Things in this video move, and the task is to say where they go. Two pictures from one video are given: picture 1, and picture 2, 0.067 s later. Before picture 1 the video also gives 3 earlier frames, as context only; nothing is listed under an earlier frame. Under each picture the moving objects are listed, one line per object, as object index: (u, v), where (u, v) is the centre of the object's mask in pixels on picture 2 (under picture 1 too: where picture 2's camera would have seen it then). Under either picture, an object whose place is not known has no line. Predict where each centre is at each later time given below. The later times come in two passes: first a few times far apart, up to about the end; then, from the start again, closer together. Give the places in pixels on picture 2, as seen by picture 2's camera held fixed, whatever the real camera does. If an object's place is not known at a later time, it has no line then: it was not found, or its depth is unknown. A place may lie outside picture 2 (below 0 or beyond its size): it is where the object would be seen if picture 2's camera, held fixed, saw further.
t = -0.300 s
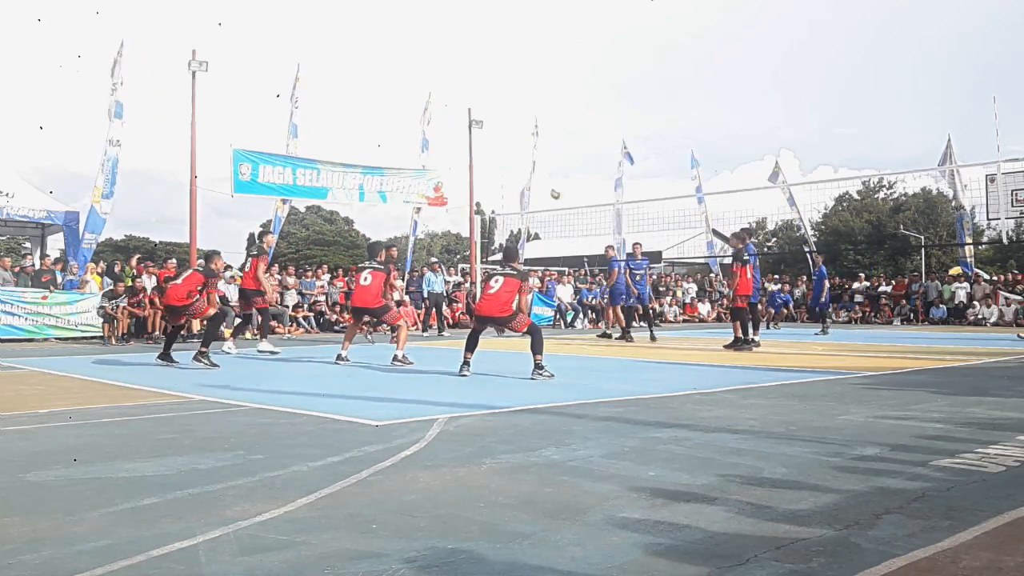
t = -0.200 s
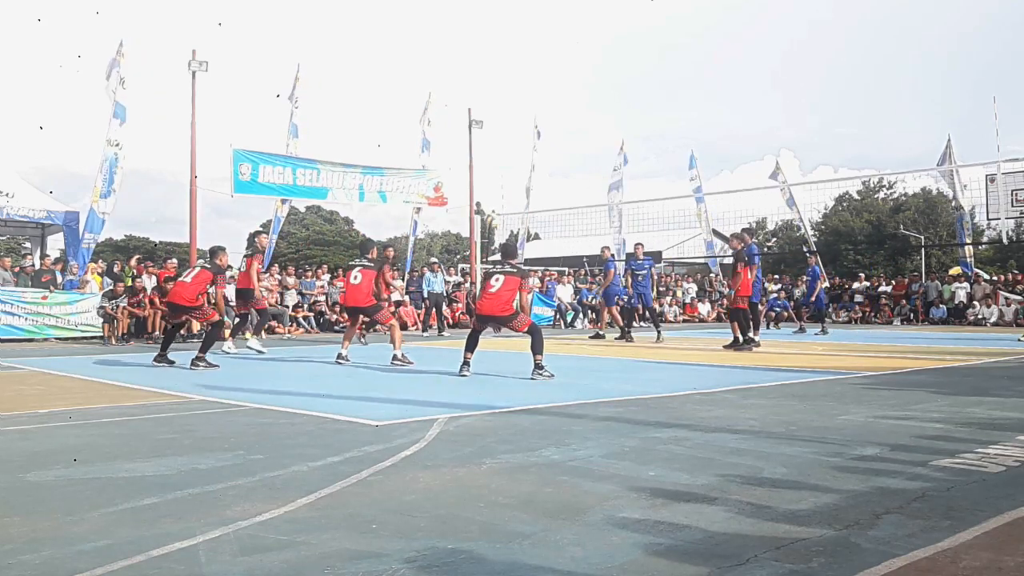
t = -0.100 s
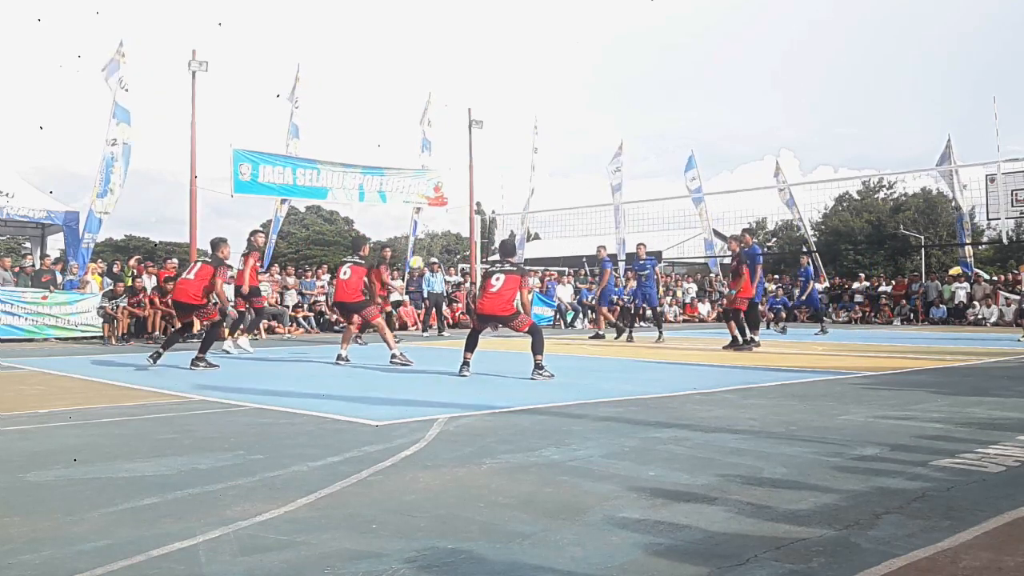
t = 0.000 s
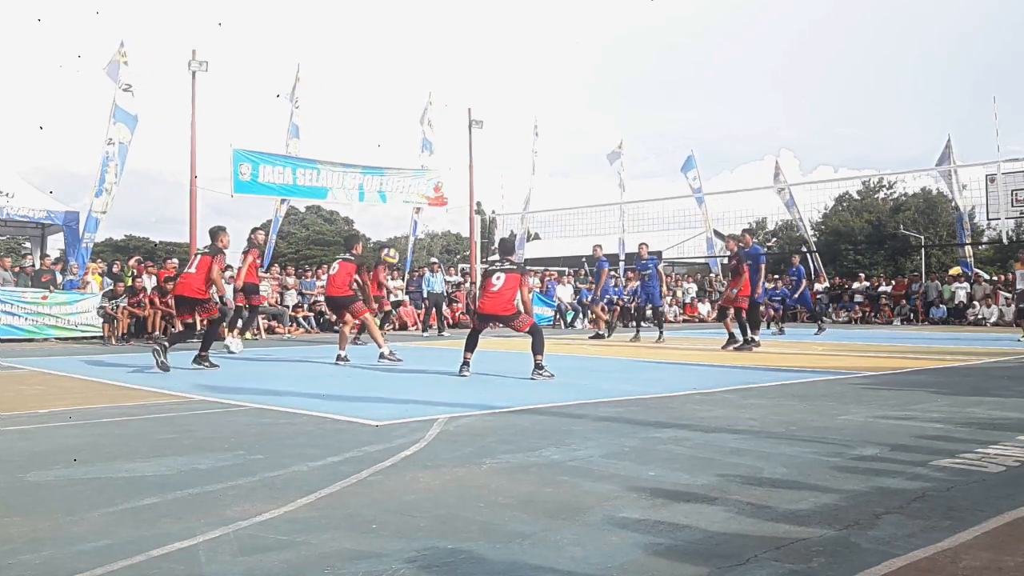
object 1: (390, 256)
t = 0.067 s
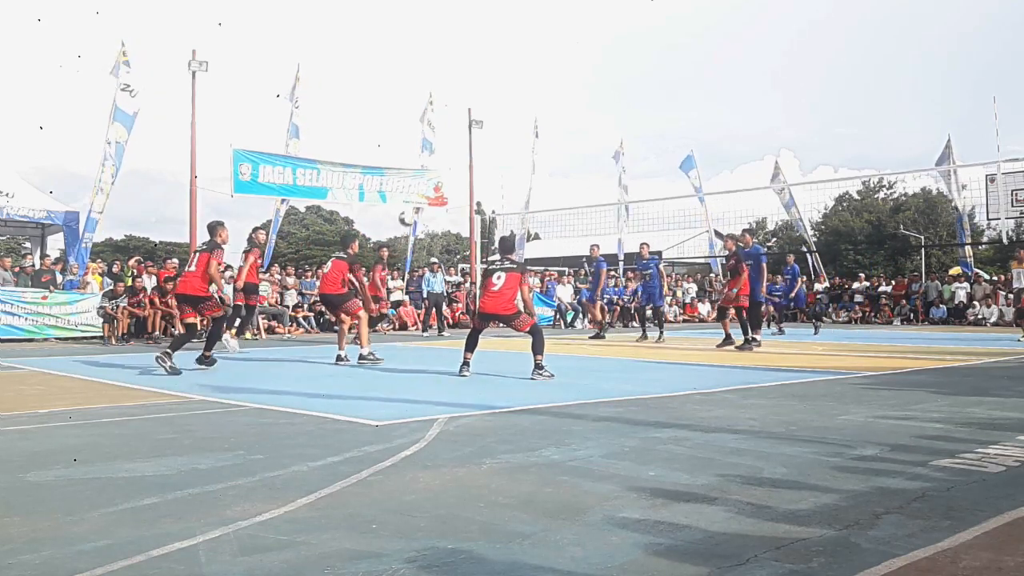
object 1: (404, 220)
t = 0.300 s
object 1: (461, 116)
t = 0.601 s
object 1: (523, 49)
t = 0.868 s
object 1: (574, 47)
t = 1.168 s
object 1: (627, 105)
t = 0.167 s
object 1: (430, 169)
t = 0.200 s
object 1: (437, 156)
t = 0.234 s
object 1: (446, 141)
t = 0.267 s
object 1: (453, 128)
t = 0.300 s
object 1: (461, 116)
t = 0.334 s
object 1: (467, 105)
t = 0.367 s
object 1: (475, 96)
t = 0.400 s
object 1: (482, 86)
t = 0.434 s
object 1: (489, 77)
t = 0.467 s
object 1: (496, 70)
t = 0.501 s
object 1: (502, 65)
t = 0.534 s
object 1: (509, 58)
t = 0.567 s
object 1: (517, 53)
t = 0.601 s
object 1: (523, 49)
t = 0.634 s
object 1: (529, 46)
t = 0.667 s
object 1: (536, 45)
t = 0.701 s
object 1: (543, 42)
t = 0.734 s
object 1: (549, 41)
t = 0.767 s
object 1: (555, 42)
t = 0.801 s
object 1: (561, 44)
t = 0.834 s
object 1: (567, 45)
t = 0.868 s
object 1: (574, 47)
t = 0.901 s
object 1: (580, 51)
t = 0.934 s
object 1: (586, 55)
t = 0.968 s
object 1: (591, 61)
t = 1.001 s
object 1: (599, 65)
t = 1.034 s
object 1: (604, 71)
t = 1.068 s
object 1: (610, 79)
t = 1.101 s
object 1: (615, 88)
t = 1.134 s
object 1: (621, 95)
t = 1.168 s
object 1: (627, 105)
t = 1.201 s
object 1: (633, 114)
